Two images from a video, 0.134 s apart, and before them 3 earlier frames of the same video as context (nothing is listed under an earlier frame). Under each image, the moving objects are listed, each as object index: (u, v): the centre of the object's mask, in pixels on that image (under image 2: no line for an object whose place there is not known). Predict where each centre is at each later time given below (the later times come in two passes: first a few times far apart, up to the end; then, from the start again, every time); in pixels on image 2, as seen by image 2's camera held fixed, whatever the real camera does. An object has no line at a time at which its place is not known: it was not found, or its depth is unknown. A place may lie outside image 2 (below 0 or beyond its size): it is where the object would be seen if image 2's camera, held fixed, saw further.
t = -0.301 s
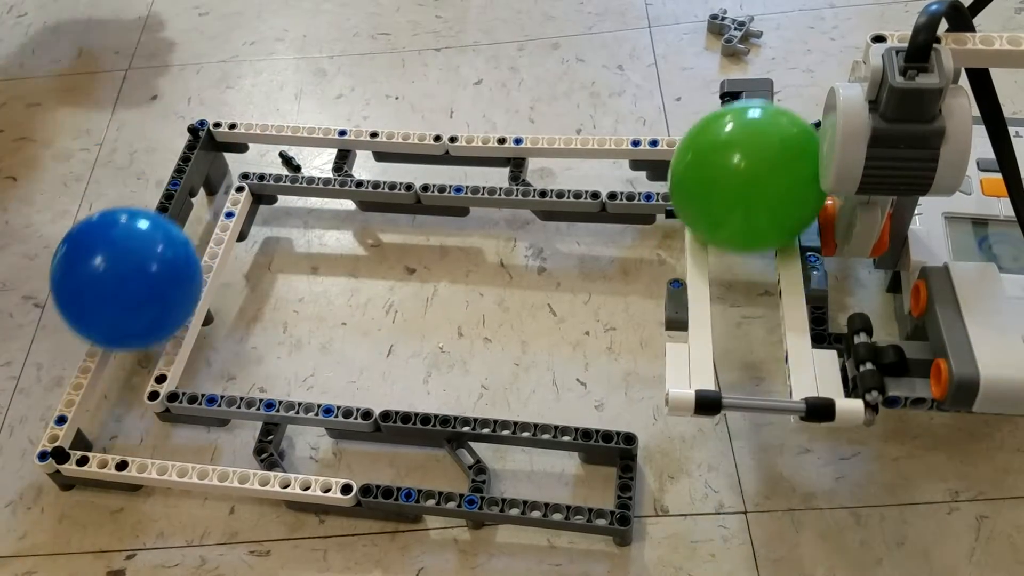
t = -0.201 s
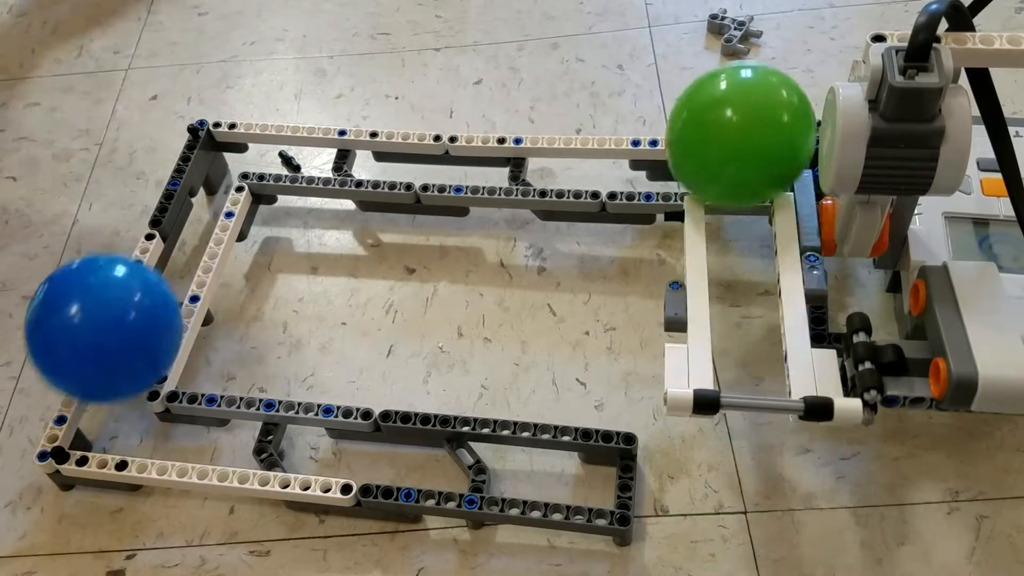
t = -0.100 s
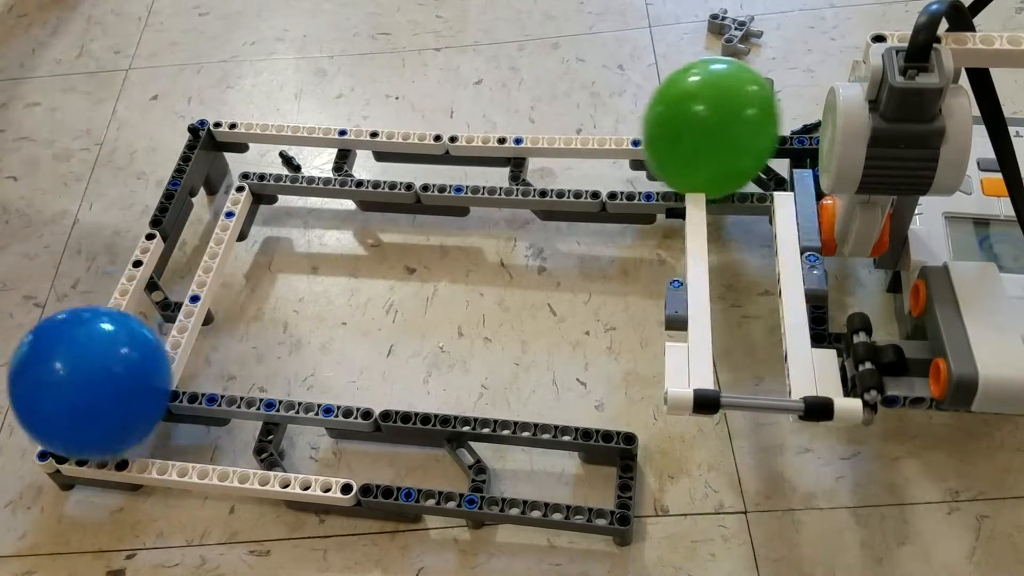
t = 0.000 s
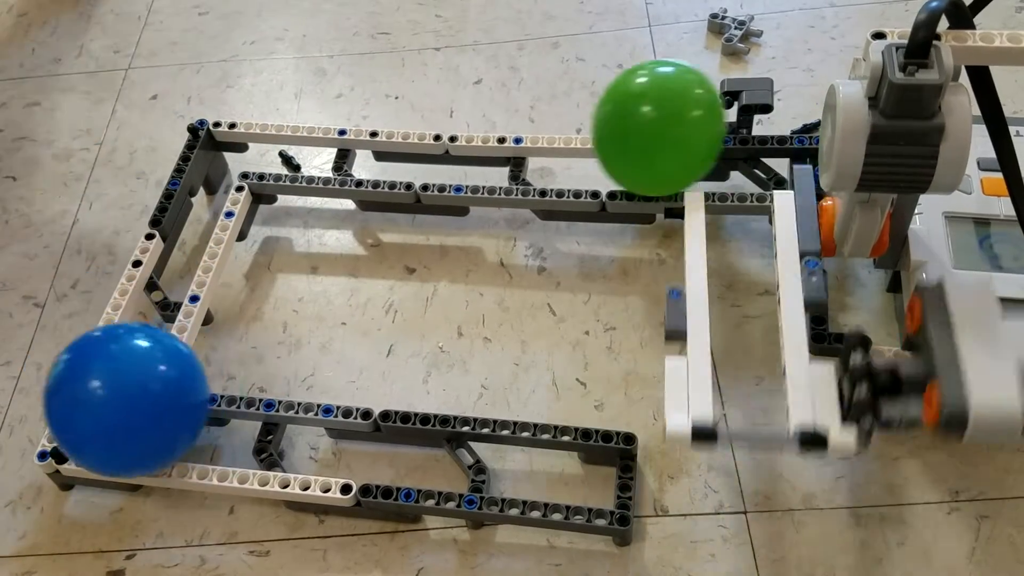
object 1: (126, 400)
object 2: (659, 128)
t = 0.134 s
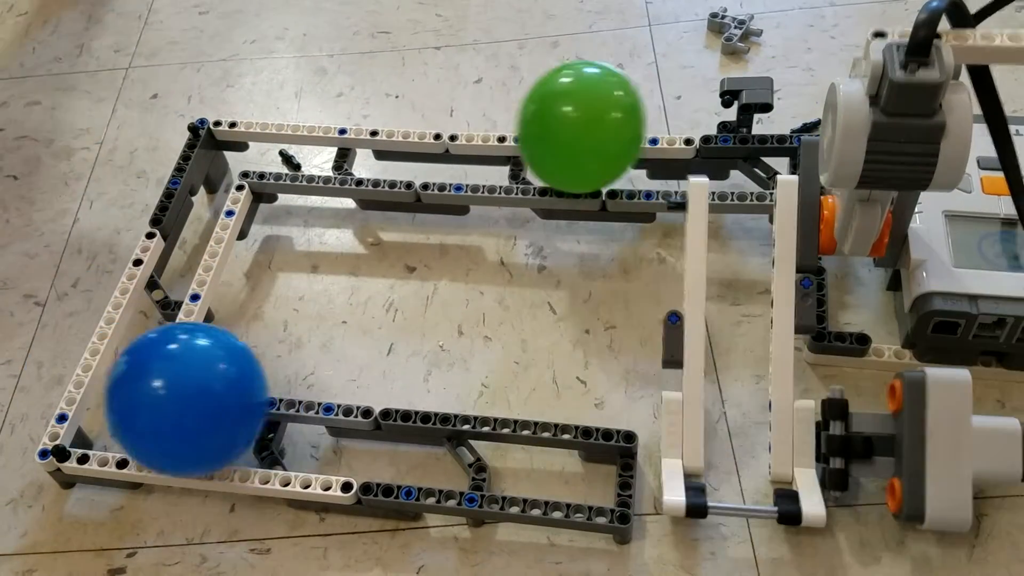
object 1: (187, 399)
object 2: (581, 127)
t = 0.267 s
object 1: (244, 405)
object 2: (496, 124)
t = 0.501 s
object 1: (353, 417)
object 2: (373, 118)
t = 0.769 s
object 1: (511, 433)
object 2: (256, 111)
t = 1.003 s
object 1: (657, 438)
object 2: (186, 147)
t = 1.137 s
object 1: (718, 415)
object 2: (170, 178)
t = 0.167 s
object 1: (201, 400)
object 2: (560, 126)
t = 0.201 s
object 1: (215, 402)
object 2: (538, 125)
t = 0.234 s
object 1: (229, 403)
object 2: (517, 124)
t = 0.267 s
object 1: (244, 405)
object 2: (496, 124)
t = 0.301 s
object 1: (258, 407)
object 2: (476, 123)
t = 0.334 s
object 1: (273, 408)
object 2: (456, 123)
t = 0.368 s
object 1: (288, 410)
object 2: (437, 122)
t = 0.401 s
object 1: (304, 412)
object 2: (420, 121)
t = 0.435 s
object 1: (319, 414)
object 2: (404, 121)
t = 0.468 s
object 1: (336, 415)
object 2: (388, 119)
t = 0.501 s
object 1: (353, 417)
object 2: (373, 118)
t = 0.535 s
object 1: (372, 419)
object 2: (359, 117)
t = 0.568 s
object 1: (389, 420)
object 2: (345, 116)
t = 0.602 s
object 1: (408, 422)
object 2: (331, 116)
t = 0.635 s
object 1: (427, 424)
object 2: (317, 115)
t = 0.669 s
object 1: (447, 426)
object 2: (302, 114)
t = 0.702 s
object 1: (468, 428)
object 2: (287, 113)
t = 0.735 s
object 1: (489, 430)
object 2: (272, 112)
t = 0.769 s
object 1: (511, 433)
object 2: (256, 111)
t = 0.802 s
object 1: (534, 435)
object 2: (239, 110)
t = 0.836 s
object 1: (556, 438)
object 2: (222, 111)
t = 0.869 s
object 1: (578, 440)
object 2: (209, 114)
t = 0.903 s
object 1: (601, 443)
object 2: (200, 123)
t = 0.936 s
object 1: (625, 445)
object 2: (191, 129)
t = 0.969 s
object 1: (643, 443)
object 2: (190, 139)
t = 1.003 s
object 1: (657, 438)
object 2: (186, 147)
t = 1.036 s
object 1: (670, 432)
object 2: (182, 155)
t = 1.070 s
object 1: (684, 423)
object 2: (178, 163)
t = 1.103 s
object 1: (701, 415)
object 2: (174, 171)
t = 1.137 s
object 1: (718, 415)
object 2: (170, 178)
